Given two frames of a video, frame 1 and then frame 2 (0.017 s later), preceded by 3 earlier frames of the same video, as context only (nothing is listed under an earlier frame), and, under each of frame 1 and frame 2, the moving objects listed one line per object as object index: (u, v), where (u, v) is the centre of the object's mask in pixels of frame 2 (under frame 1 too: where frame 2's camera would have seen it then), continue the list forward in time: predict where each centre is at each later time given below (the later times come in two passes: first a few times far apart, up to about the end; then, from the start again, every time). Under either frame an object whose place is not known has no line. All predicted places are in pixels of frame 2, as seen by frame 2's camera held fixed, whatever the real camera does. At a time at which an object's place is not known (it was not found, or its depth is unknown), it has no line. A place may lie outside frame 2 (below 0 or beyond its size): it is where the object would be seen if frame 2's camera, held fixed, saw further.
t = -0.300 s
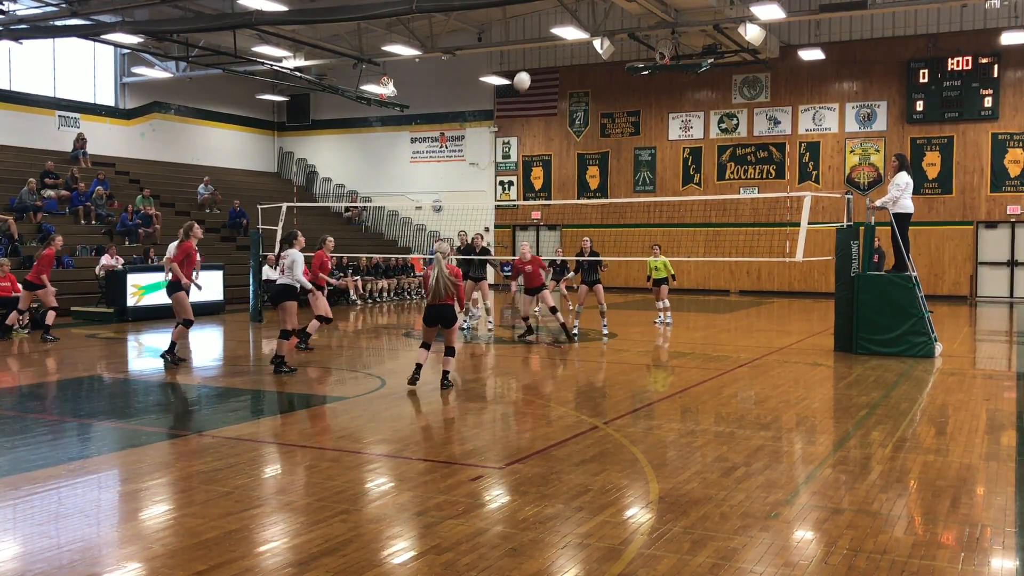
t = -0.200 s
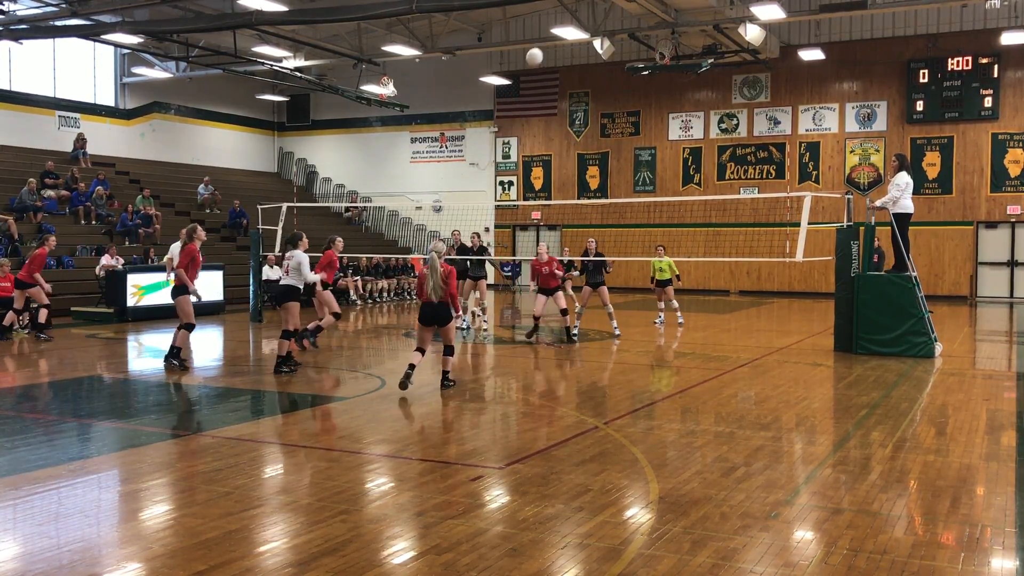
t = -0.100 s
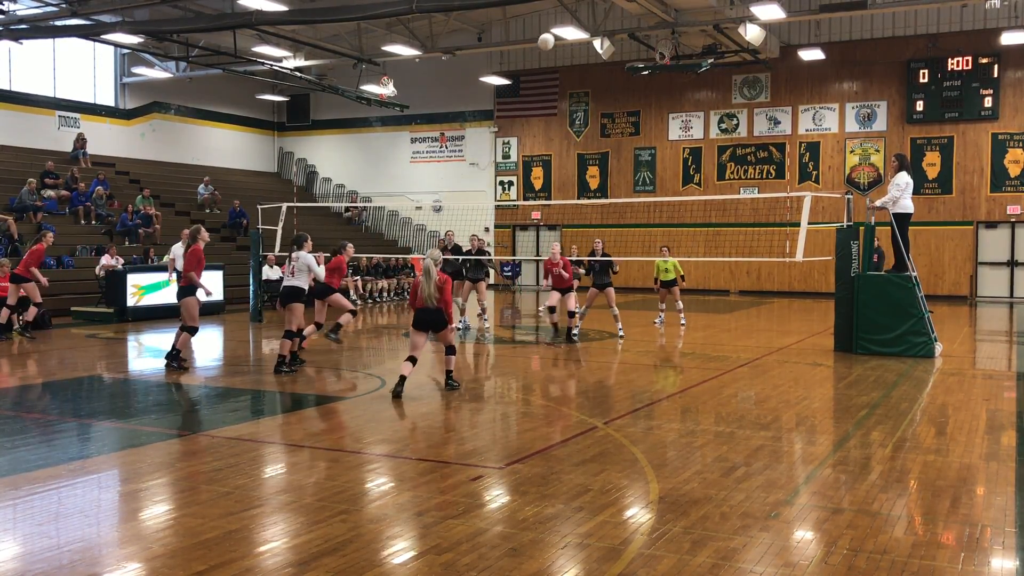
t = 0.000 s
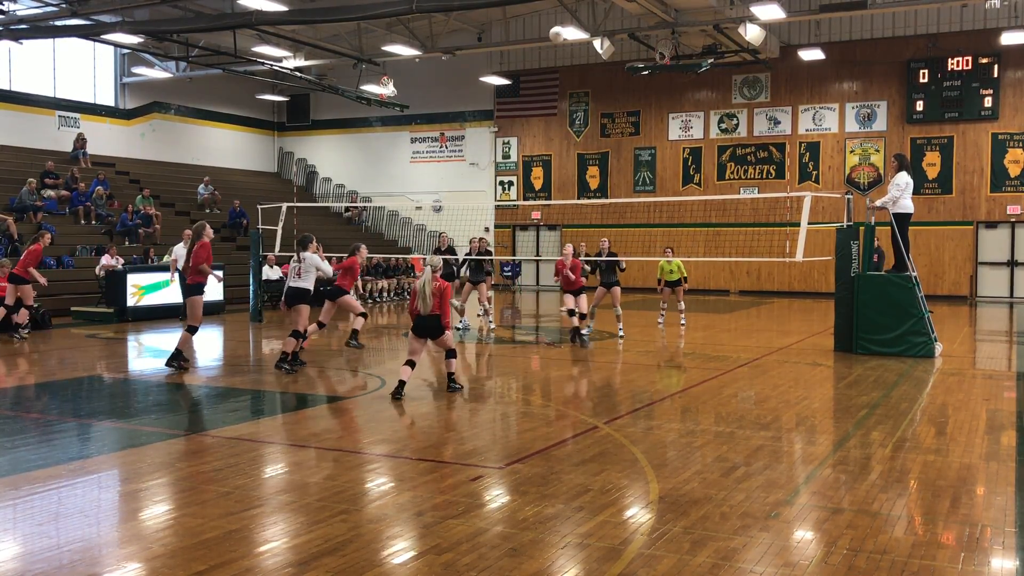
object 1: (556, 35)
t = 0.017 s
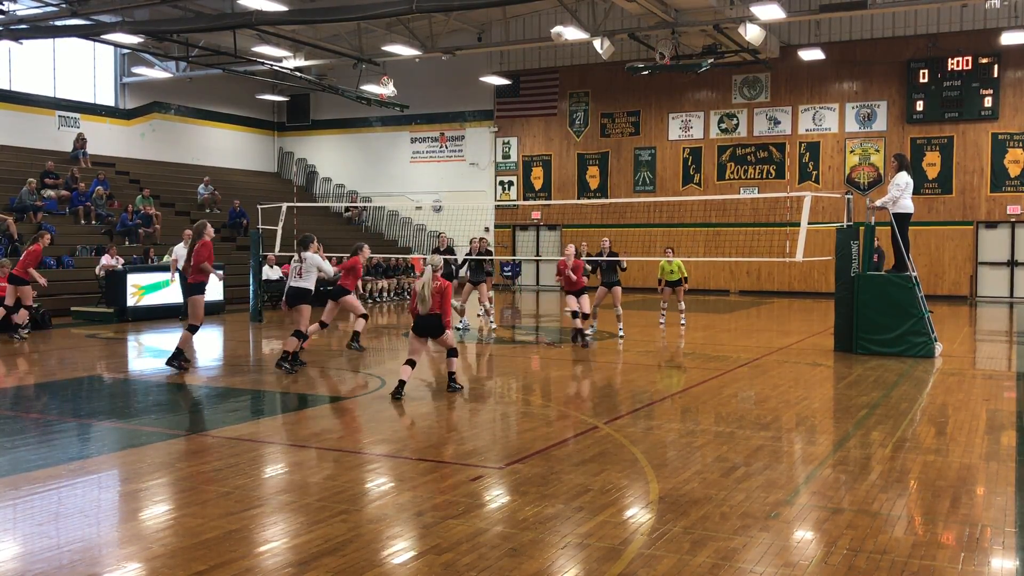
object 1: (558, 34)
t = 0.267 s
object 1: (584, 50)
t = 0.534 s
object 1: (606, 111)
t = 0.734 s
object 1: (620, 178)
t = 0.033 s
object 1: (560, 33)
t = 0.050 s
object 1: (562, 33)
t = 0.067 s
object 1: (564, 34)
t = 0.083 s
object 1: (565, 34)
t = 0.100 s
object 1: (567, 34)
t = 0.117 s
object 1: (569, 36)
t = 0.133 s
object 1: (571, 39)
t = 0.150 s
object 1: (573, 39)
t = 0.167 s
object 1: (575, 41)
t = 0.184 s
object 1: (576, 43)
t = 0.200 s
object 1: (577, 44)
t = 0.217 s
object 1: (579, 45)
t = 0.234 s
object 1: (581, 46)
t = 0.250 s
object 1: (582, 48)
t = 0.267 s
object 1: (584, 50)
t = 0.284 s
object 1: (585, 53)
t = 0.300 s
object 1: (587, 56)
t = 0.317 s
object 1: (588, 59)
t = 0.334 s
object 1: (590, 62)
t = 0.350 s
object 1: (591, 65)
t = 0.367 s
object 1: (593, 69)
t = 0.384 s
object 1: (594, 72)
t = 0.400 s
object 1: (596, 76)
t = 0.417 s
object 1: (597, 80)
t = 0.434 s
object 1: (598, 84)
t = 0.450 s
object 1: (600, 88)
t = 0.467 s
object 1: (601, 92)
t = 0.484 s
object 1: (602, 97)
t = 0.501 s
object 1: (604, 101)
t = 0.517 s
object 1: (605, 106)
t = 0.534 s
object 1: (606, 111)
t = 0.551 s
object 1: (607, 116)
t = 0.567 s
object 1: (609, 121)
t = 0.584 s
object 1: (610, 126)
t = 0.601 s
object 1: (611, 131)
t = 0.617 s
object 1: (612, 137)
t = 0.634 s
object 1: (614, 142)
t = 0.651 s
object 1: (615, 148)
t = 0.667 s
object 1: (616, 153)
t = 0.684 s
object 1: (617, 160)
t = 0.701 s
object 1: (618, 166)
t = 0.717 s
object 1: (619, 172)
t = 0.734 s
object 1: (620, 178)
